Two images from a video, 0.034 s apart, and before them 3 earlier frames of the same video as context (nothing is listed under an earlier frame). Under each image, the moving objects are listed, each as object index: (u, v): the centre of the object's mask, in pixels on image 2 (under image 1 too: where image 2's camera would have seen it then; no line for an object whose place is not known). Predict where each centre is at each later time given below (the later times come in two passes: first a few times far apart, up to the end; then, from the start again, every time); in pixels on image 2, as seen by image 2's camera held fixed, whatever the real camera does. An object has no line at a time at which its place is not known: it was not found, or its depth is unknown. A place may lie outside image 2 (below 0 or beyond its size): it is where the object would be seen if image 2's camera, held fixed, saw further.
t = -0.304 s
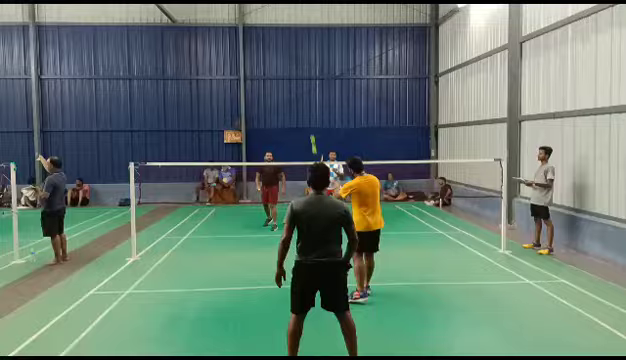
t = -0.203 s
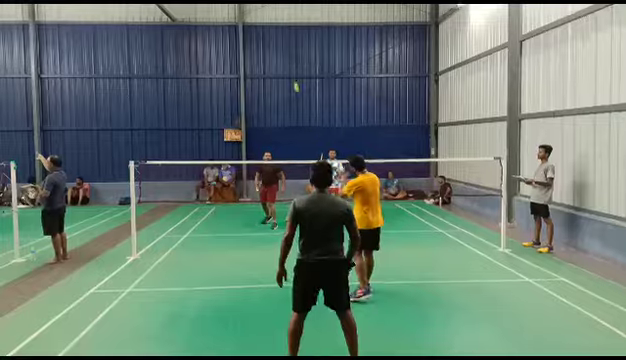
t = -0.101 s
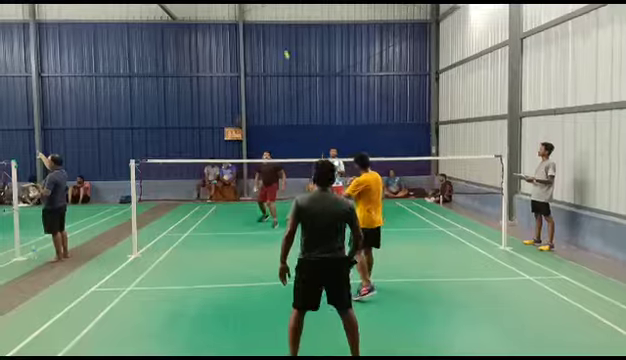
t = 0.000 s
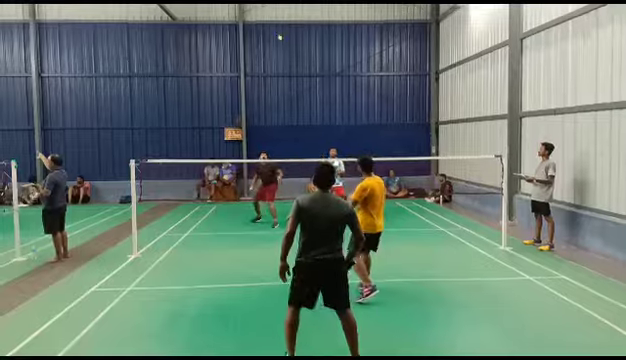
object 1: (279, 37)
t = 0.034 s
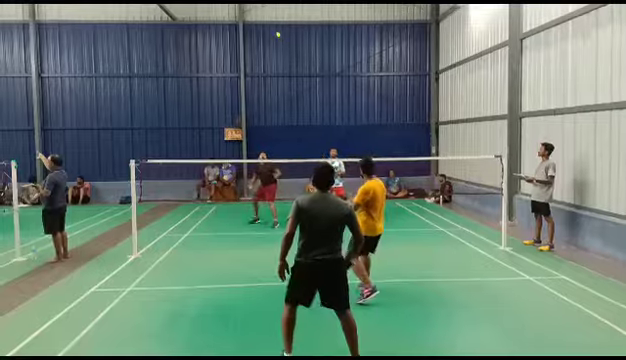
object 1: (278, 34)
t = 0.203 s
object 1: (271, 27)
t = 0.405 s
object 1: (266, 36)
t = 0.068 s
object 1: (276, 31)
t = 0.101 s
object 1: (274, 29)
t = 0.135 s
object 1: (274, 28)
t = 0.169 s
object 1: (273, 28)
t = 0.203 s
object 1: (271, 27)
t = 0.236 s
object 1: (270, 27)
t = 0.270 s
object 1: (269, 28)
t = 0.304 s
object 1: (269, 29)
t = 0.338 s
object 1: (268, 31)
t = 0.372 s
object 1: (267, 34)
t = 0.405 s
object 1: (266, 36)
